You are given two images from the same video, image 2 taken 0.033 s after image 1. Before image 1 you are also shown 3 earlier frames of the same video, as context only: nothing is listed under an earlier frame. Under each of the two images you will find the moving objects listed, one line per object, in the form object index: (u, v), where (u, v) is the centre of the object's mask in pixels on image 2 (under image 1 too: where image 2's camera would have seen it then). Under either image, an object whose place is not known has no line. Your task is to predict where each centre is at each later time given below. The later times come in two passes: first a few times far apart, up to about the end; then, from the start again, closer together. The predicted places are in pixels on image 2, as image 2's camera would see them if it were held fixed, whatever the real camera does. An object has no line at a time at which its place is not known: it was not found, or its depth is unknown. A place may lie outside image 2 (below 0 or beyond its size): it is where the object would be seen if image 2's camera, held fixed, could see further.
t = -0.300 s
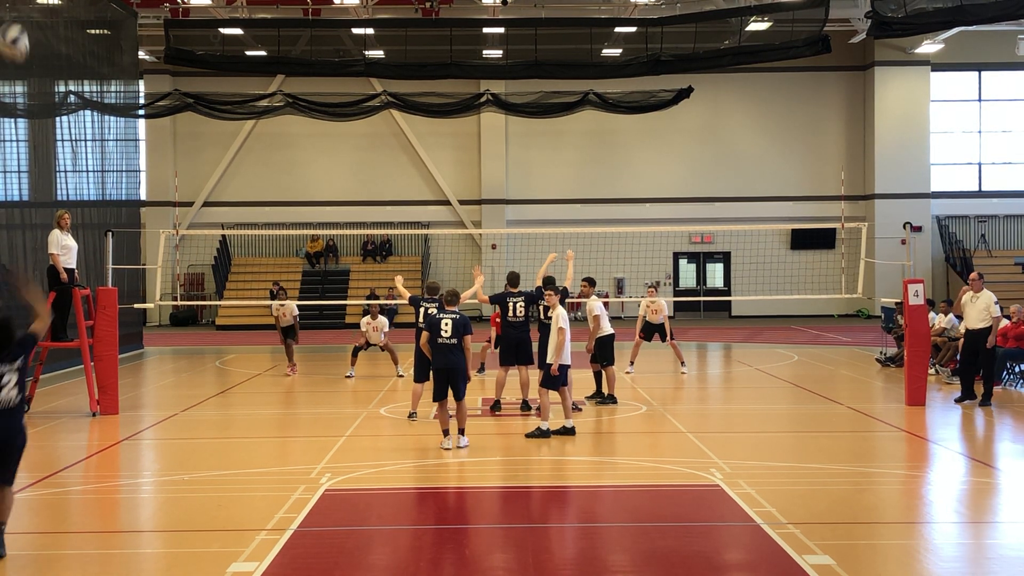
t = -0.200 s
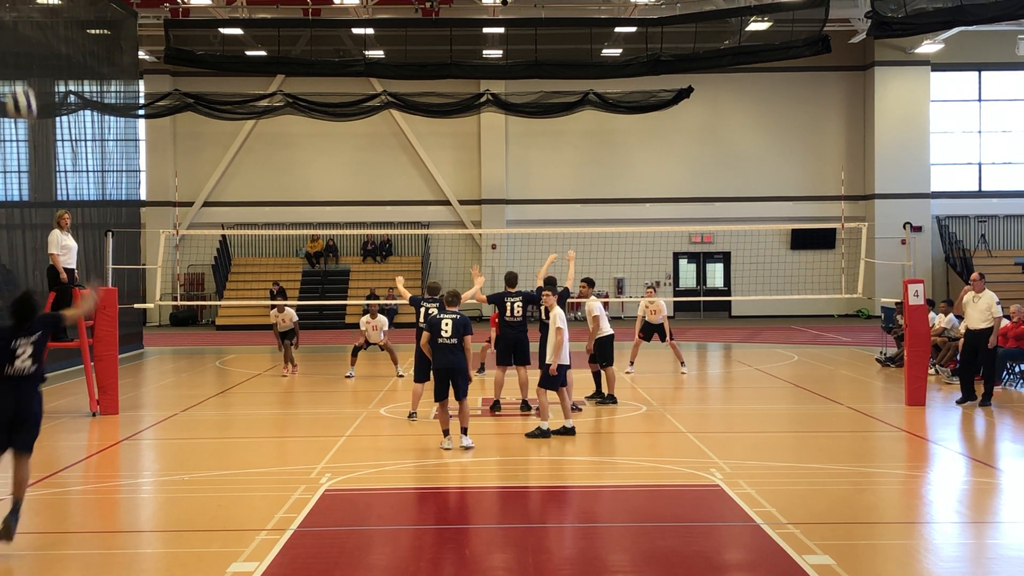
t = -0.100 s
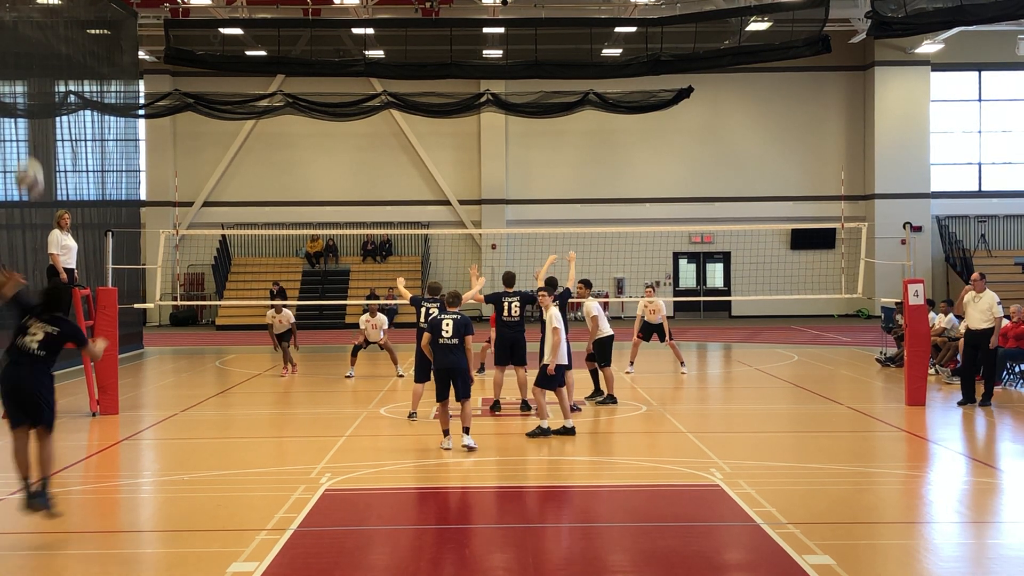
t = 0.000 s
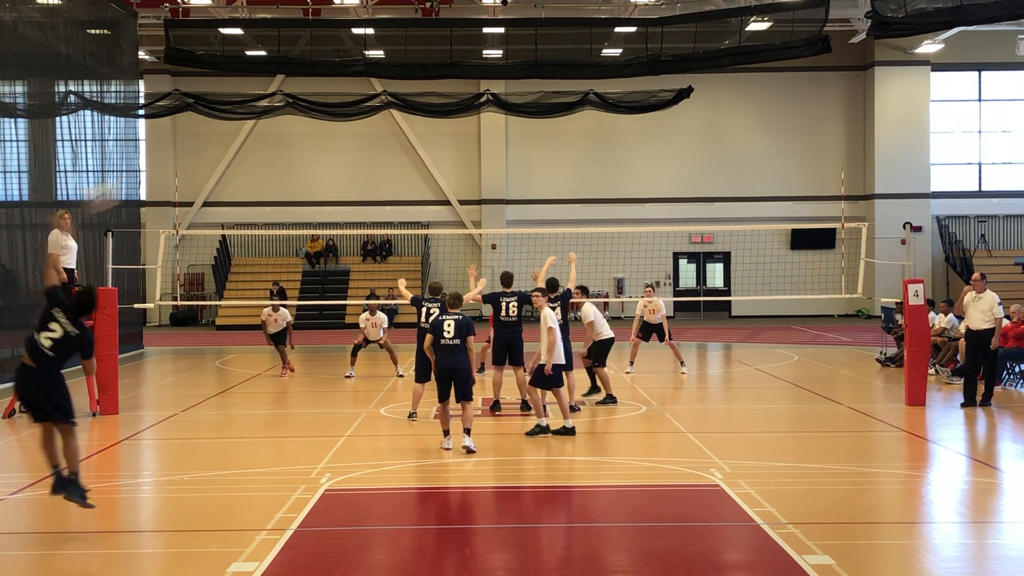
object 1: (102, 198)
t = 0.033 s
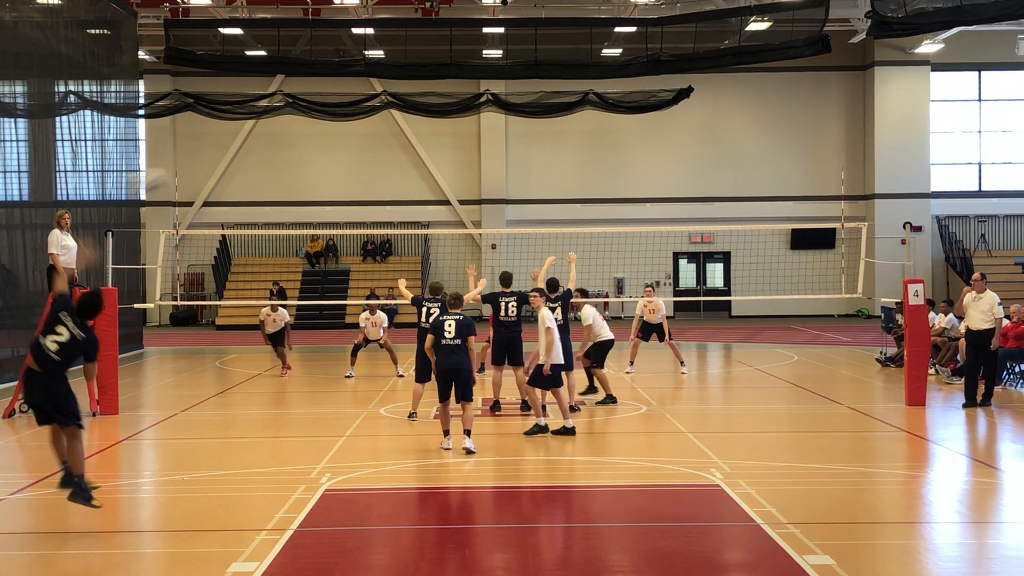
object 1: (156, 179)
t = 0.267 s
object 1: (361, 156)
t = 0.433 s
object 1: (455, 182)
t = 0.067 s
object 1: (185, 170)
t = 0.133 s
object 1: (253, 158)
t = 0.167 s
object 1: (282, 155)
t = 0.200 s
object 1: (311, 154)
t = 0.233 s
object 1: (335, 154)
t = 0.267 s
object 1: (361, 156)
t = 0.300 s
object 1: (381, 158)
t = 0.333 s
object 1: (402, 163)
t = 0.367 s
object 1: (419, 168)
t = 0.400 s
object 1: (439, 173)
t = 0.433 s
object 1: (455, 182)
